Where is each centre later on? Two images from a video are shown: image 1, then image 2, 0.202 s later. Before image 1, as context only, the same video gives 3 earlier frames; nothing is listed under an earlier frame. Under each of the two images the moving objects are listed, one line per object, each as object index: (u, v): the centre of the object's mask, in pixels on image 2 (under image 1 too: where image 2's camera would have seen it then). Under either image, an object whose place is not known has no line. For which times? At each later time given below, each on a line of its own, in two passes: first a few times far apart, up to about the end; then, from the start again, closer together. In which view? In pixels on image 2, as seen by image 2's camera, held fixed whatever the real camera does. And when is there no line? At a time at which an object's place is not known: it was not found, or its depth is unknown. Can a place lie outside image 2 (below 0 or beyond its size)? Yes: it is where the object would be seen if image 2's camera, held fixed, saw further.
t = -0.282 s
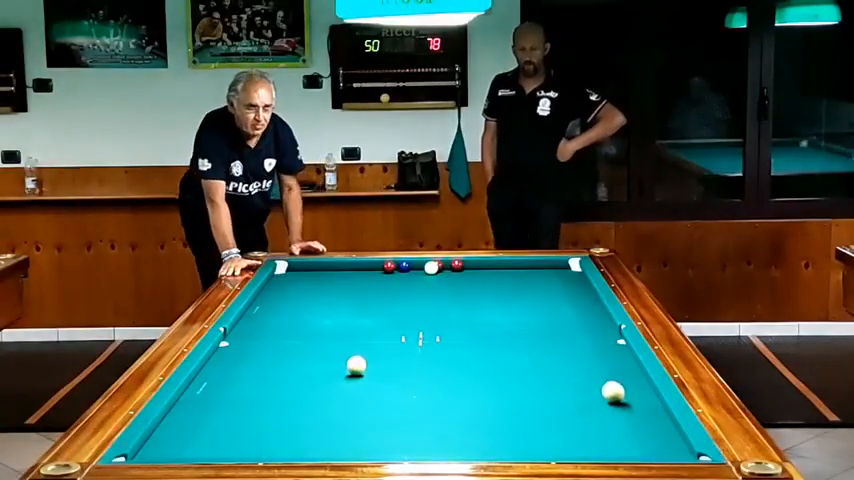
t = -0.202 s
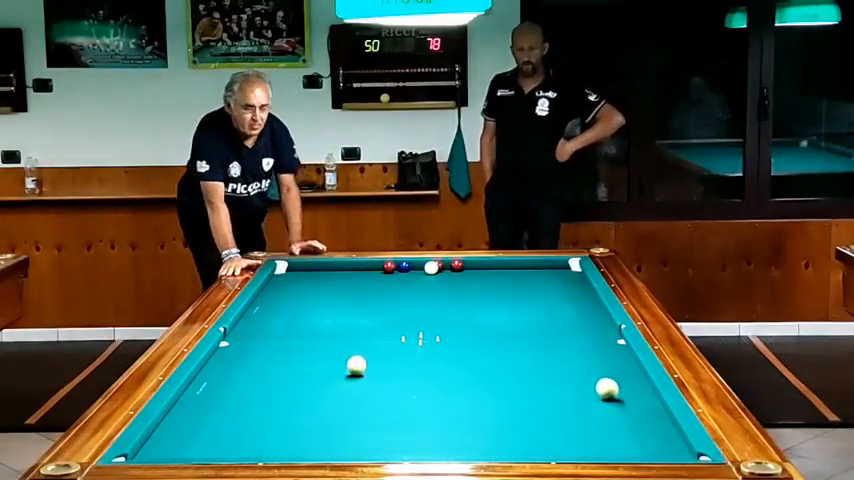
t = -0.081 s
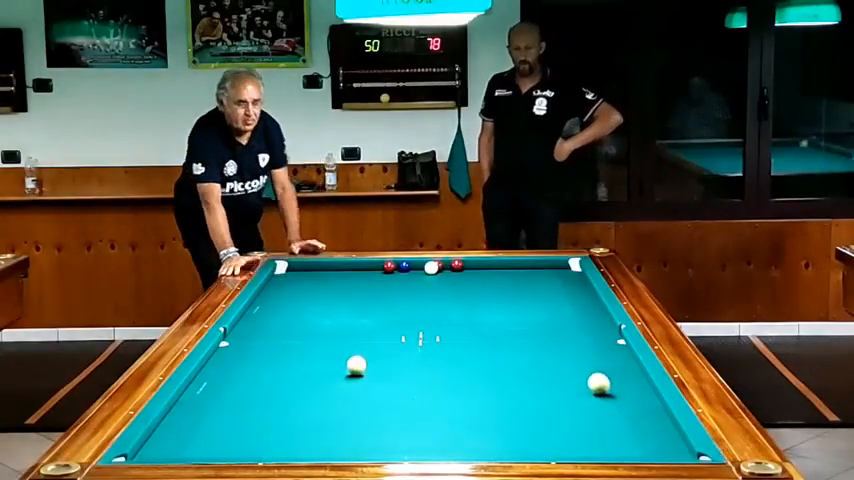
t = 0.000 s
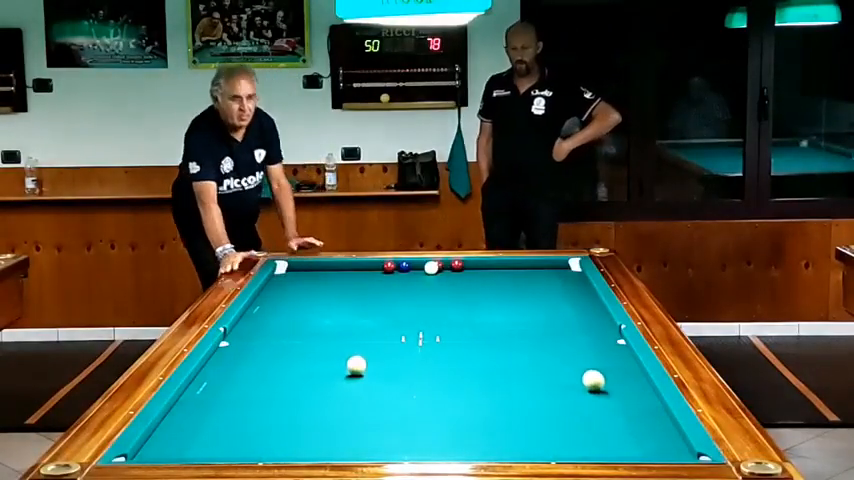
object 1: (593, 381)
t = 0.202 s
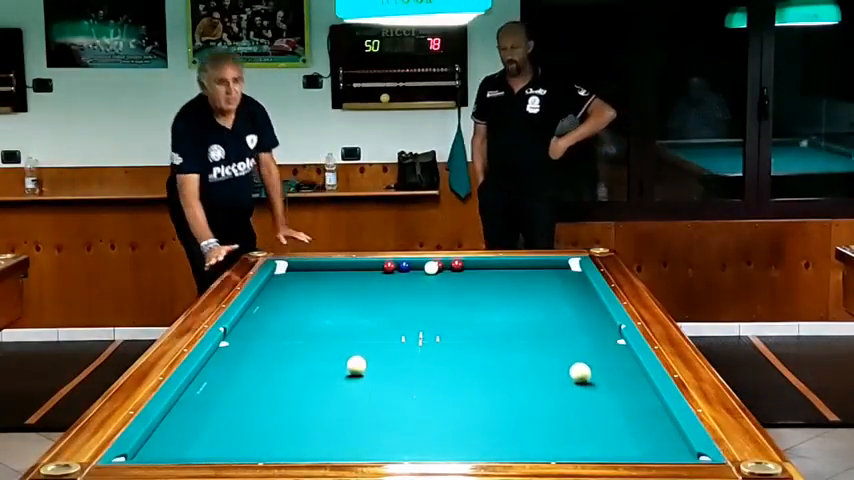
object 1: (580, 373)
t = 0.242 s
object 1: (578, 371)
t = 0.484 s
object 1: (563, 363)
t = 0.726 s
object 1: (550, 355)
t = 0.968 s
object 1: (538, 347)
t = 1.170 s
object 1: (528, 342)
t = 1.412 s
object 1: (517, 335)
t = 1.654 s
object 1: (507, 329)
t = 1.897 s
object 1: (497, 324)
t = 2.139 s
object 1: (489, 318)
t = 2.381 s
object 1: (480, 313)
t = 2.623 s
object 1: (472, 309)
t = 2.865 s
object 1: (464, 304)
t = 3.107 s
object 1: (457, 300)
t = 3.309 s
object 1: (451, 297)
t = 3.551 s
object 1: (445, 293)
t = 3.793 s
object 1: (438, 289)
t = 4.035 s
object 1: (432, 286)
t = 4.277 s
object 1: (427, 283)
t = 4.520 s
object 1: (422, 280)
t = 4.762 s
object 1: (416, 277)
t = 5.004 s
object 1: (412, 274)
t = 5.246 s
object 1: (408, 271)
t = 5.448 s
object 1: (405, 269)
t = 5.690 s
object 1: (401, 268)
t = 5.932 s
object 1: (397, 268)
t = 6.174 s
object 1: (394, 269)
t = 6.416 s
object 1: (391, 269)
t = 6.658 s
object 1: (389, 270)
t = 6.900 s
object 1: (387, 270)
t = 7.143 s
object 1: (385, 270)
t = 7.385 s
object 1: (384, 270)
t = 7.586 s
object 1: (383, 270)
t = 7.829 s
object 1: (383, 270)
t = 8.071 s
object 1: (382, 270)
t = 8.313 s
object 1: (382, 270)
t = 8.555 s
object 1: (382, 270)
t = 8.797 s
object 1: (382, 270)
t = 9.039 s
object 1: (382, 270)
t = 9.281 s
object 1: (382, 270)
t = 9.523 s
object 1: (382, 271)
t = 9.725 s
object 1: (382, 271)
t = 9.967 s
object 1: (382, 270)
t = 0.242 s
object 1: (578, 371)
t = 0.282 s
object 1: (575, 370)
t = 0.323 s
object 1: (573, 368)
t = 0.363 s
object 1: (570, 367)
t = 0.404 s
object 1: (568, 366)
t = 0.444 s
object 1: (566, 364)
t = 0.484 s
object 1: (563, 363)
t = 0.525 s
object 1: (561, 361)
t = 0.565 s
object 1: (559, 360)
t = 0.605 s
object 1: (557, 359)
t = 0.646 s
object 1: (554, 357)
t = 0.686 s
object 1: (552, 356)
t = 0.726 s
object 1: (550, 355)
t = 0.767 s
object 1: (548, 354)
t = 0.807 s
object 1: (546, 352)
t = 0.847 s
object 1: (544, 351)
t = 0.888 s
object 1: (542, 350)
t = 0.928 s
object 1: (540, 349)
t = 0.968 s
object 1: (538, 347)
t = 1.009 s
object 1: (536, 346)
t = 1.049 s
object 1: (534, 345)
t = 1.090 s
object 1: (532, 344)
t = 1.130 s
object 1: (530, 343)
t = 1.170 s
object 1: (528, 342)
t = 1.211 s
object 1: (526, 341)
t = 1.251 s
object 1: (524, 340)
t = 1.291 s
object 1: (522, 339)
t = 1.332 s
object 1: (521, 338)
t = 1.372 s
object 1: (519, 336)
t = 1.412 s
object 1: (517, 335)
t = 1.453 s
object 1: (515, 334)
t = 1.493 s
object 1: (514, 333)
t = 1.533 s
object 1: (512, 332)
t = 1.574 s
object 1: (510, 331)
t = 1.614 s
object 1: (509, 330)
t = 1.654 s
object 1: (507, 329)
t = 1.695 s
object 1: (505, 328)
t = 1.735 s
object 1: (504, 327)
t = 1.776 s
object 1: (502, 327)
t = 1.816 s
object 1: (501, 325)
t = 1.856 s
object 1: (499, 324)
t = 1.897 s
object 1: (497, 324)
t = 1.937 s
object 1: (496, 323)
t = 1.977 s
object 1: (494, 322)
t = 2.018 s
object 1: (493, 321)
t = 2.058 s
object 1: (491, 320)
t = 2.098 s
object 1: (490, 319)
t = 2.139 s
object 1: (489, 318)
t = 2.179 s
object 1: (487, 317)
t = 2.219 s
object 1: (485, 317)
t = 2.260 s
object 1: (484, 316)
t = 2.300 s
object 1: (483, 315)
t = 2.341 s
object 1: (481, 314)
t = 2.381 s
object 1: (480, 313)
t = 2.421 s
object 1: (478, 313)
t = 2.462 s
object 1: (477, 312)
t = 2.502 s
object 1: (476, 311)
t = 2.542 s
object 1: (474, 310)
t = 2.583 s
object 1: (473, 310)
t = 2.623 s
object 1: (472, 309)
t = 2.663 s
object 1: (470, 308)
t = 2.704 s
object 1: (469, 307)
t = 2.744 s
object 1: (468, 307)
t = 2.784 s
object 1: (467, 306)
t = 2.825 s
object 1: (466, 305)
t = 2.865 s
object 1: (464, 304)
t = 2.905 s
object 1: (463, 304)
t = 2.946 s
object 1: (462, 303)
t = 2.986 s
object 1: (460, 302)
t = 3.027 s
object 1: (459, 302)
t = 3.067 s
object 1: (458, 301)
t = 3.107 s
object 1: (457, 300)
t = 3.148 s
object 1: (456, 300)
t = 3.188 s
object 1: (455, 299)
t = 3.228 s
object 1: (453, 298)
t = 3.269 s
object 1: (452, 298)
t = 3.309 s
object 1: (451, 297)
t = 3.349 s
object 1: (450, 296)
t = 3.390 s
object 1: (449, 295)
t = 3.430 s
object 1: (448, 295)
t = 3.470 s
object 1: (447, 294)
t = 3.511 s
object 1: (446, 294)
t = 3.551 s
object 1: (445, 293)
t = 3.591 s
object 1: (443, 292)
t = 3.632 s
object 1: (442, 292)
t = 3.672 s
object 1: (441, 291)
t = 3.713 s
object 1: (440, 291)
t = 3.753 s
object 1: (439, 290)
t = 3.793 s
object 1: (438, 289)
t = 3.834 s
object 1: (437, 289)
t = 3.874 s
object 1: (436, 288)
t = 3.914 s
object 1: (435, 288)
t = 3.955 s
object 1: (434, 287)
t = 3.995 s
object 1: (433, 287)
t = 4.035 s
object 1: (432, 286)
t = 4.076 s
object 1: (431, 286)
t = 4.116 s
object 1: (430, 285)
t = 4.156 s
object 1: (430, 285)
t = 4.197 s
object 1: (429, 284)
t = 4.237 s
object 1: (428, 284)
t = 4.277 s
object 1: (427, 283)
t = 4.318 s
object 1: (426, 283)
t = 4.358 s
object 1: (425, 282)
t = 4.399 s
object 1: (424, 282)
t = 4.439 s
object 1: (423, 281)
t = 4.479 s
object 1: (422, 281)
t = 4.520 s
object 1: (422, 280)
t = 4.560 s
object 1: (421, 280)
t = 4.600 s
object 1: (420, 279)
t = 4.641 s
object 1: (419, 279)
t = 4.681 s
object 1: (419, 278)
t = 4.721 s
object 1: (418, 278)
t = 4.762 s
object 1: (416, 277)
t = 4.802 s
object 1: (415, 276)
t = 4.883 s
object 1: (414, 276)
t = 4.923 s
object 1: (414, 275)
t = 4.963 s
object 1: (413, 275)
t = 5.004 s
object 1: (412, 274)
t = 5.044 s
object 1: (411, 274)
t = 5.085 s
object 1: (410, 273)
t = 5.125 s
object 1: (410, 273)
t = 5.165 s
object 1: (409, 272)
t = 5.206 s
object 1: (408, 272)
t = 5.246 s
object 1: (408, 271)
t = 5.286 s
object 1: (407, 271)
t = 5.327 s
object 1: (407, 271)
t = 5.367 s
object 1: (406, 270)
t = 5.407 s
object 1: (405, 270)
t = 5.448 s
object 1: (405, 269)
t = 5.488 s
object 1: (404, 269)
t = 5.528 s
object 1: (403, 269)
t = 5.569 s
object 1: (403, 268)
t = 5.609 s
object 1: (402, 268)
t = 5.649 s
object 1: (402, 268)
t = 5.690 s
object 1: (401, 268)
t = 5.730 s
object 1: (400, 268)
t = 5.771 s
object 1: (399, 267)
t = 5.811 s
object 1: (399, 268)
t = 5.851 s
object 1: (399, 268)
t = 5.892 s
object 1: (398, 268)
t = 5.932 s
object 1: (397, 268)
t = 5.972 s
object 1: (397, 268)
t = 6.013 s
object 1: (396, 268)
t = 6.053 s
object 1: (396, 268)
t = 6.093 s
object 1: (395, 268)
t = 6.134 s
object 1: (395, 269)
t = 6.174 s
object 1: (394, 269)
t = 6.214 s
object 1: (393, 269)
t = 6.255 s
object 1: (393, 269)
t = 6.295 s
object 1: (393, 269)
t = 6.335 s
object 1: (392, 269)
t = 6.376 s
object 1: (392, 269)
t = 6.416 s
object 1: (391, 269)
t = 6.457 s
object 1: (391, 269)
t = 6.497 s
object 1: (391, 269)
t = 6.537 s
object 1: (390, 270)
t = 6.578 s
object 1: (390, 270)
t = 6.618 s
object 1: (389, 270)
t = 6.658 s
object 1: (389, 270)
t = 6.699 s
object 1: (389, 270)
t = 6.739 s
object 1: (388, 270)
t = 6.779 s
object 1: (388, 270)
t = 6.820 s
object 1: (388, 270)
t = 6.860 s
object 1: (387, 270)
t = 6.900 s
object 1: (387, 270)
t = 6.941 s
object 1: (387, 270)
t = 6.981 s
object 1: (386, 270)
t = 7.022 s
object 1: (386, 270)
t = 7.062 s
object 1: (386, 270)
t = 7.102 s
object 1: (385, 270)
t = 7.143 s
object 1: (385, 270)
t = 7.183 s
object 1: (385, 270)
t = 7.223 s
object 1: (385, 270)
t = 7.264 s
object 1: (384, 270)
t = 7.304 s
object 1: (384, 270)
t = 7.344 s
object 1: (384, 270)
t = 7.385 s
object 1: (384, 270)
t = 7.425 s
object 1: (384, 270)
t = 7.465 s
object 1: (384, 270)
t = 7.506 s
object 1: (383, 270)
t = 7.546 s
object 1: (383, 270)
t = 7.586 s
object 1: (383, 270)
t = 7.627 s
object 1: (383, 270)
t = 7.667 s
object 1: (383, 270)
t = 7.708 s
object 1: (383, 270)
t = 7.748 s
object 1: (383, 270)
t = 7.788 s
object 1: (383, 270)
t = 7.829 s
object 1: (383, 270)
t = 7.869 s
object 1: (383, 270)
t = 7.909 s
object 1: (383, 270)
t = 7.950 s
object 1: (383, 270)
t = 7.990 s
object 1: (382, 270)
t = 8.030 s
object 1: (382, 270)
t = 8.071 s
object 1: (382, 270)
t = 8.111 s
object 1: (382, 270)
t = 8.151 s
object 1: (382, 270)
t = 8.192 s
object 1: (382, 270)
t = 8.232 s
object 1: (382, 270)
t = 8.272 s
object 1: (382, 270)
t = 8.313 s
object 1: (382, 270)
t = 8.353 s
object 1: (382, 270)
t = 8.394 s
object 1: (382, 270)
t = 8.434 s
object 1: (382, 270)
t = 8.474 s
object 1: (382, 270)
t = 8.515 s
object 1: (382, 270)
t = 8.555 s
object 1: (382, 270)
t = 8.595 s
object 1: (382, 270)
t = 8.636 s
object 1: (382, 270)
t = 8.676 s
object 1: (382, 270)
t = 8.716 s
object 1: (382, 270)
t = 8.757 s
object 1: (382, 270)
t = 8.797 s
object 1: (382, 270)
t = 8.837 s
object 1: (382, 270)
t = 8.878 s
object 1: (382, 270)
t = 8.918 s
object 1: (382, 270)
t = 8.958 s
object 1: (382, 270)
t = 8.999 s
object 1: (382, 271)
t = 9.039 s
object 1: (382, 270)
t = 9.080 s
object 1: (382, 270)
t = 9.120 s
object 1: (382, 270)
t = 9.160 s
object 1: (382, 270)
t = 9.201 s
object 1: (382, 271)
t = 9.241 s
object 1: (382, 270)
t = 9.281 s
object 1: (382, 270)
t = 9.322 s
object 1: (382, 271)
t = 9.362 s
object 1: (382, 271)
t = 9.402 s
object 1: (382, 270)
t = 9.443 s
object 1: (382, 271)
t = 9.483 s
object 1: (382, 271)
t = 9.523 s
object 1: (382, 271)
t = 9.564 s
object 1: (382, 271)
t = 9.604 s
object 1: (382, 271)
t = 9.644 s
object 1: (382, 271)
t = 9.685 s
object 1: (382, 271)
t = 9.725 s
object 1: (382, 271)
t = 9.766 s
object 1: (382, 271)
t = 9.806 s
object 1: (382, 271)
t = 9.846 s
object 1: (382, 271)
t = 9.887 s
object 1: (382, 271)
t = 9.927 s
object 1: (382, 270)
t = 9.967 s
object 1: (382, 270)
